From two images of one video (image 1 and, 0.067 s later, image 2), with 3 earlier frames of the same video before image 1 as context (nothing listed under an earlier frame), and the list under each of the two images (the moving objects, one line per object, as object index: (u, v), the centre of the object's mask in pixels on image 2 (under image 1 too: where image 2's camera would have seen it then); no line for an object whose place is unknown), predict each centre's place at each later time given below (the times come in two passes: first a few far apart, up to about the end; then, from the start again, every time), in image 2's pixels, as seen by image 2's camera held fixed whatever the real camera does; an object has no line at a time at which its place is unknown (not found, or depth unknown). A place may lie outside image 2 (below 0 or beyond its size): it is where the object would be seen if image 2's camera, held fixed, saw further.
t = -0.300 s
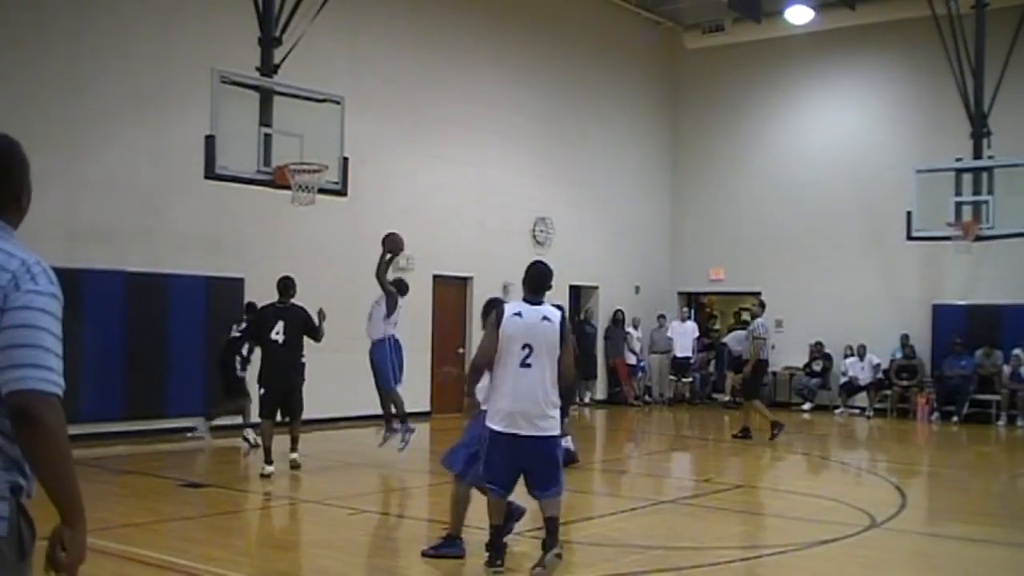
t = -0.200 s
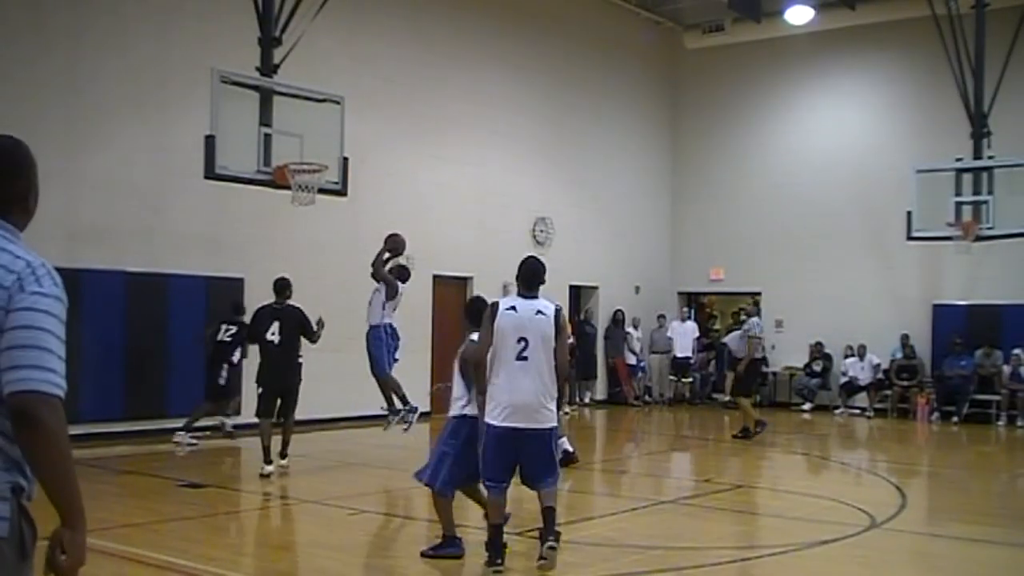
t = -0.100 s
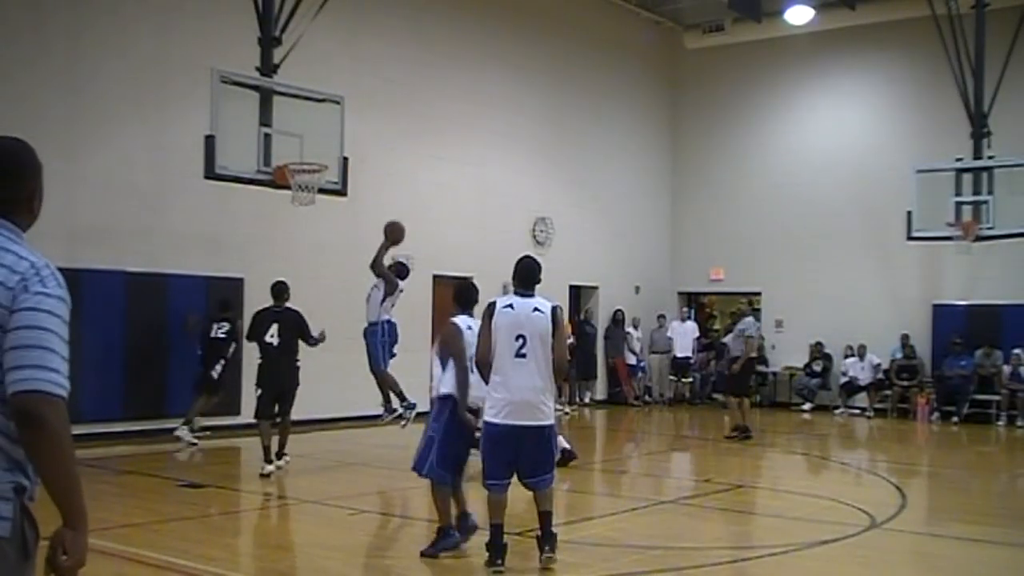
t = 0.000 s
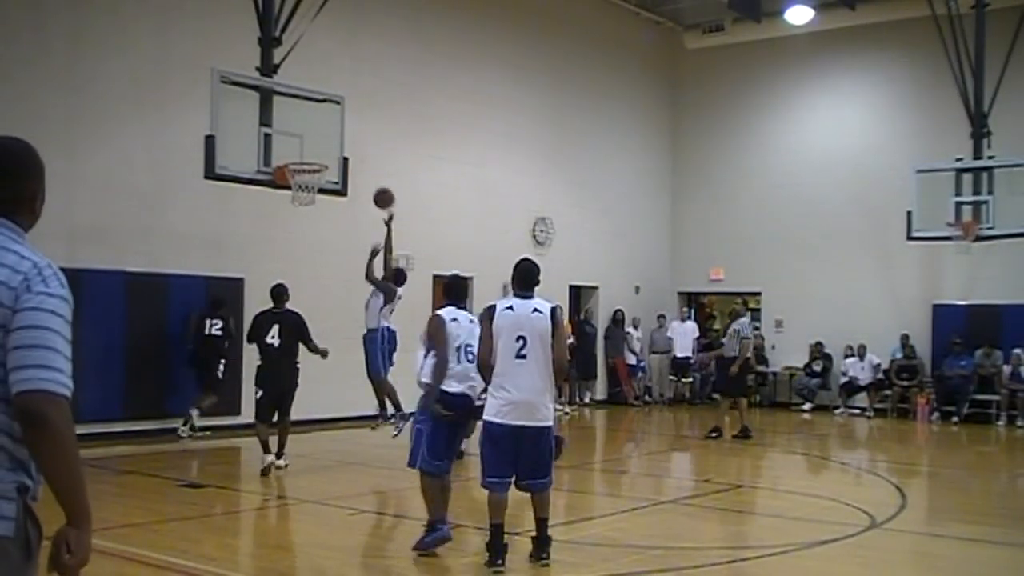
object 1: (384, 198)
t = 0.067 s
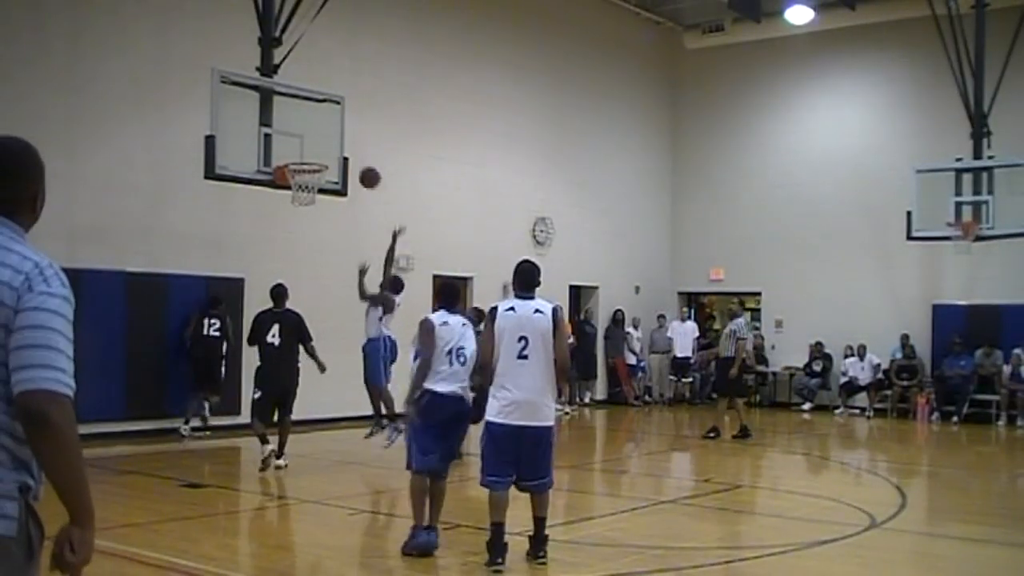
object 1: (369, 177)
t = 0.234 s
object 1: (334, 143)
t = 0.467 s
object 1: (304, 139)
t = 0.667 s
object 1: (311, 172)
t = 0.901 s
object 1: (300, 217)
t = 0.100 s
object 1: (362, 168)
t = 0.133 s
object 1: (356, 160)
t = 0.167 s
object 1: (348, 153)
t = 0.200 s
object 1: (341, 149)
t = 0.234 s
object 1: (334, 143)
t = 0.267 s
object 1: (327, 139)
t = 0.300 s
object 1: (320, 137)
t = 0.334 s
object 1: (312, 135)
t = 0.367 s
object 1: (305, 135)
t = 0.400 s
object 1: (302, 136)
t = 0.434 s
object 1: (303, 137)
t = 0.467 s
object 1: (304, 139)
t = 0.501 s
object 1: (306, 143)
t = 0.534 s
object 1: (307, 147)
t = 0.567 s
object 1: (308, 152)
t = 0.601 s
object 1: (310, 156)
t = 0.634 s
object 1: (311, 166)
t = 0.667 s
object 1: (311, 172)
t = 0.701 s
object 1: (313, 176)
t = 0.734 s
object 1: (308, 186)
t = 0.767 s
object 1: (308, 193)
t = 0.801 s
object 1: (306, 205)
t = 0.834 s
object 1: (304, 208)
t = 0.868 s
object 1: (302, 212)
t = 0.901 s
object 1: (300, 217)
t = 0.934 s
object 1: (298, 225)
